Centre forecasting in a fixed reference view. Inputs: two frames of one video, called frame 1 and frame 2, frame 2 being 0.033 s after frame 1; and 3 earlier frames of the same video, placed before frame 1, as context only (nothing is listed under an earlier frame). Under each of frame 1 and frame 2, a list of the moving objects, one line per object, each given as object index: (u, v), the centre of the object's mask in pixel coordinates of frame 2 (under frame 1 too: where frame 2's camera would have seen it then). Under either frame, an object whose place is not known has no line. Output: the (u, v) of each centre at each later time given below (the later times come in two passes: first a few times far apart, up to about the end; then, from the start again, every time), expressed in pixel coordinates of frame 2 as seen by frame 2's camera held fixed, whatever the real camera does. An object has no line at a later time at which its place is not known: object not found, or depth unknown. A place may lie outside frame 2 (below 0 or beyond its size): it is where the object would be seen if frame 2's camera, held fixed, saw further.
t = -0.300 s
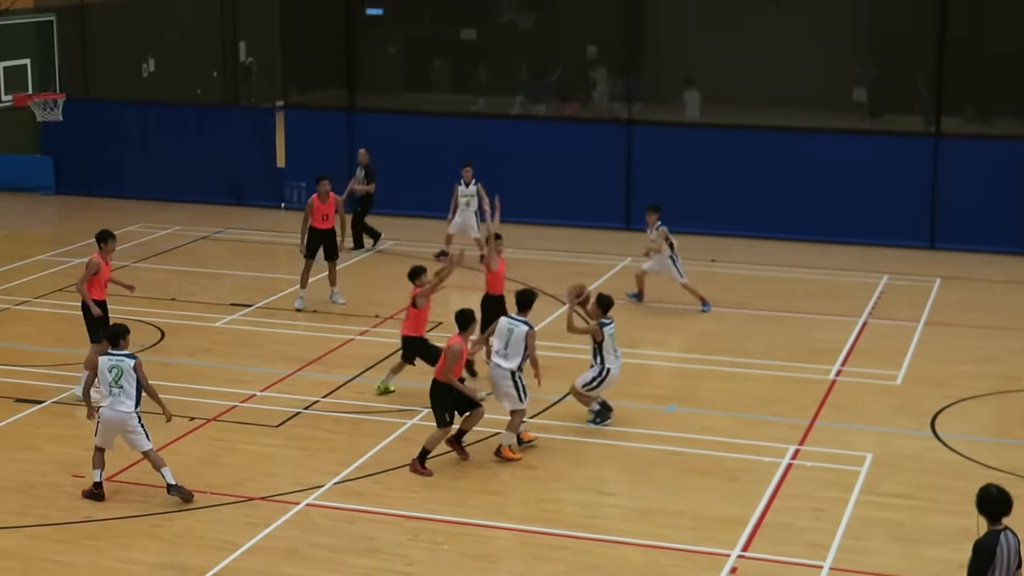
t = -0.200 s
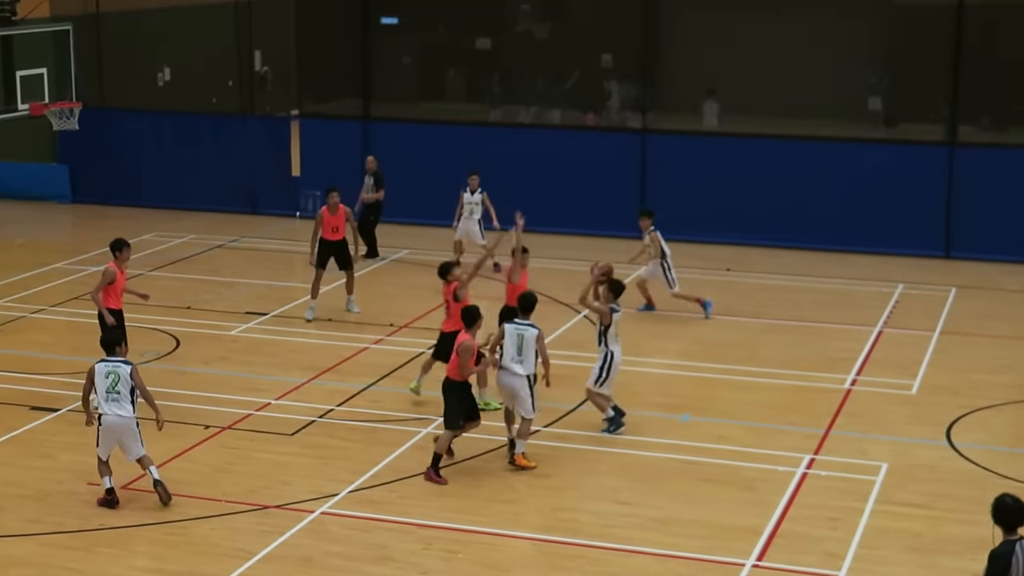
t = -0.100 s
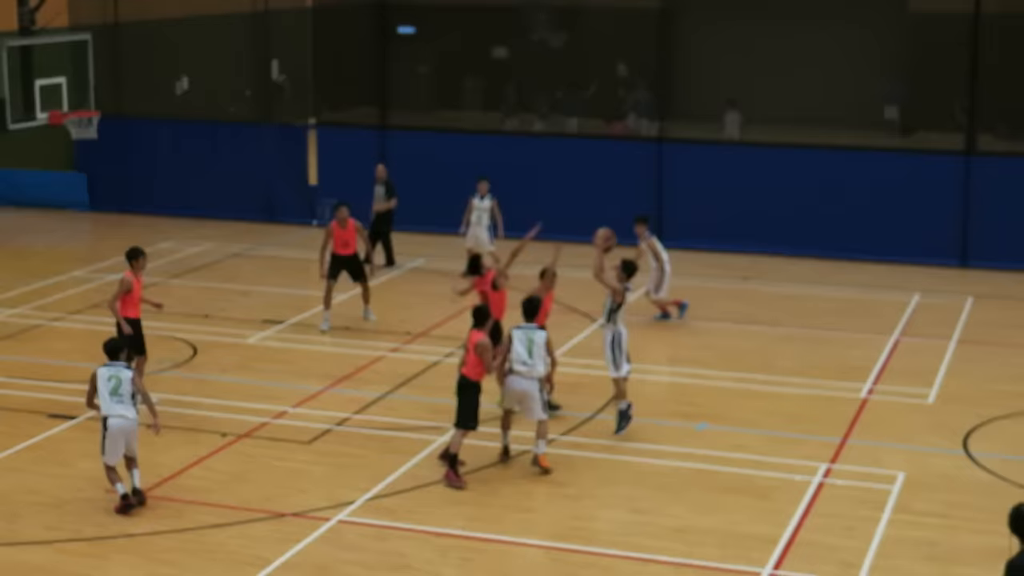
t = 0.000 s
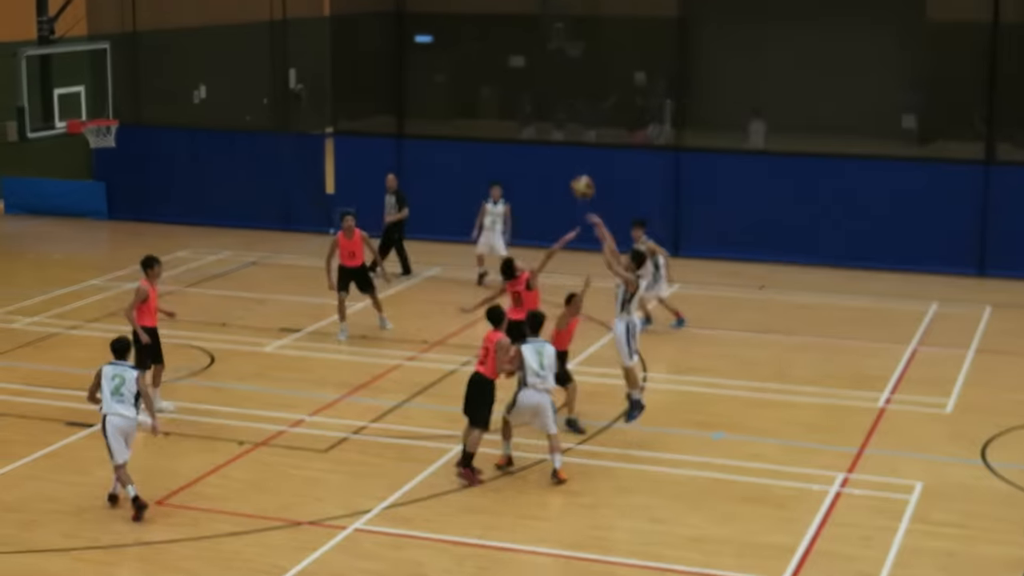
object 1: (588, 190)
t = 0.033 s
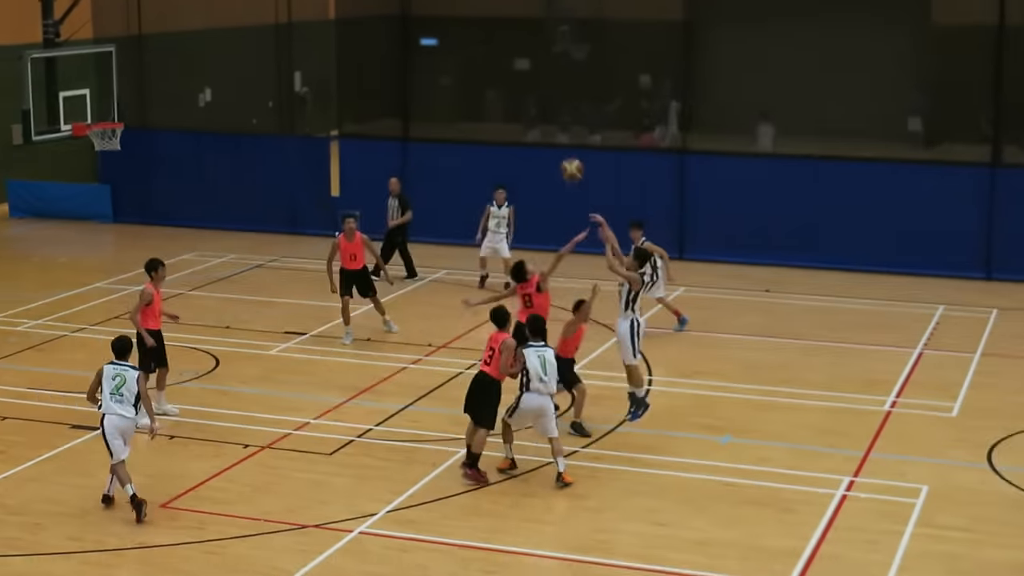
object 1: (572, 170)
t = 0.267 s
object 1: (465, 59)
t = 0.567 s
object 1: (339, -4)
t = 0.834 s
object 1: (236, 10)
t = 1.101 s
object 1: (146, 82)
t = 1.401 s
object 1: (151, 121)
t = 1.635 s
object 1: (199, 164)
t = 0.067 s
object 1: (556, 150)
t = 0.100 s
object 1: (540, 133)
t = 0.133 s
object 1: (525, 117)
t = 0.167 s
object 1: (509, 101)
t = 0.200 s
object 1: (495, 86)
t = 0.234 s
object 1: (479, 72)
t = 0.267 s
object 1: (465, 59)
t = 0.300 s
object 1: (450, 48)
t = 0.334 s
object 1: (436, 39)
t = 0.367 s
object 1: (421, 29)
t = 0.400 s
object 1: (407, 22)
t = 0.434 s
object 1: (393, 15)
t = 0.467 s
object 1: (379, 9)
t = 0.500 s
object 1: (366, 4)
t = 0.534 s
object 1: (352, 0)
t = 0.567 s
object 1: (339, -4)
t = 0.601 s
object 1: (326, -5)
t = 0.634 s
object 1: (312, -6)
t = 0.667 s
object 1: (299, -5)
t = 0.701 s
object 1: (287, -4)
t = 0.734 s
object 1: (274, -2)
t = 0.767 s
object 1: (261, 2)
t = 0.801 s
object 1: (248, 6)
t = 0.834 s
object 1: (236, 10)
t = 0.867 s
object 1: (224, 16)
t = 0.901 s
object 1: (213, 23)
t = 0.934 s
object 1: (201, 31)
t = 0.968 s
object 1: (190, 39)
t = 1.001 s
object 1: (180, 48)
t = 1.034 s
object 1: (168, 59)
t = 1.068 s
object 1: (157, 70)
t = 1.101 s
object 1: (146, 82)
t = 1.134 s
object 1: (136, 95)
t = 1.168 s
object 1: (126, 108)
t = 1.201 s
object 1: (117, 121)
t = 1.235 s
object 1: (121, 120)
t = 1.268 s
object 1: (127, 119)
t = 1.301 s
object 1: (132, 118)
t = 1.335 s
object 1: (138, 119)
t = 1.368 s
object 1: (145, 119)
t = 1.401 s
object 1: (151, 121)
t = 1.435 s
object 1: (158, 125)
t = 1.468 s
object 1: (165, 129)
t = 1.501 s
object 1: (171, 134)
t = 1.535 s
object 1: (177, 139)
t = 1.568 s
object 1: (184, 146)
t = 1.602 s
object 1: (191, 154)
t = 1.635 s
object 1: (199, 164)
